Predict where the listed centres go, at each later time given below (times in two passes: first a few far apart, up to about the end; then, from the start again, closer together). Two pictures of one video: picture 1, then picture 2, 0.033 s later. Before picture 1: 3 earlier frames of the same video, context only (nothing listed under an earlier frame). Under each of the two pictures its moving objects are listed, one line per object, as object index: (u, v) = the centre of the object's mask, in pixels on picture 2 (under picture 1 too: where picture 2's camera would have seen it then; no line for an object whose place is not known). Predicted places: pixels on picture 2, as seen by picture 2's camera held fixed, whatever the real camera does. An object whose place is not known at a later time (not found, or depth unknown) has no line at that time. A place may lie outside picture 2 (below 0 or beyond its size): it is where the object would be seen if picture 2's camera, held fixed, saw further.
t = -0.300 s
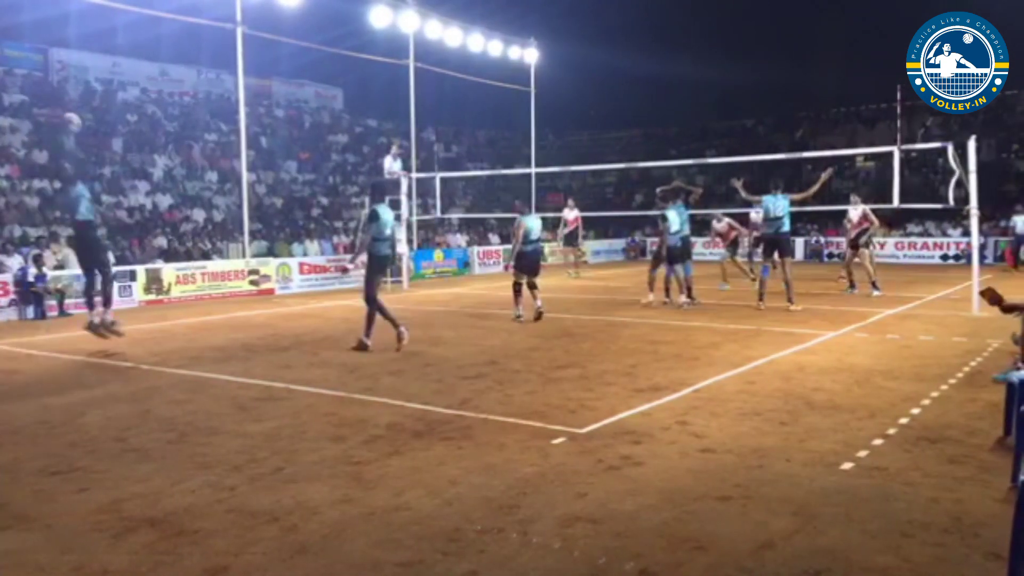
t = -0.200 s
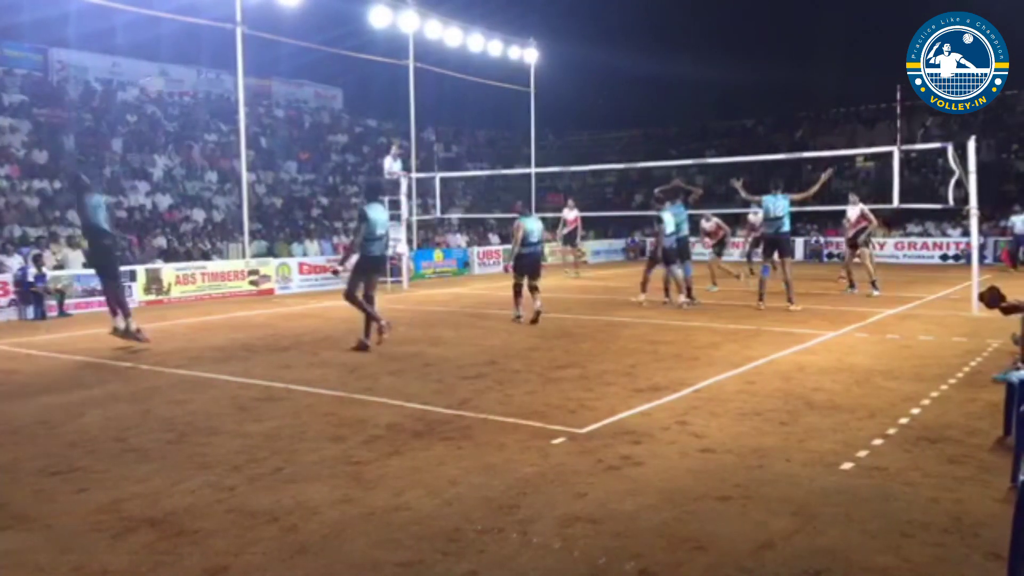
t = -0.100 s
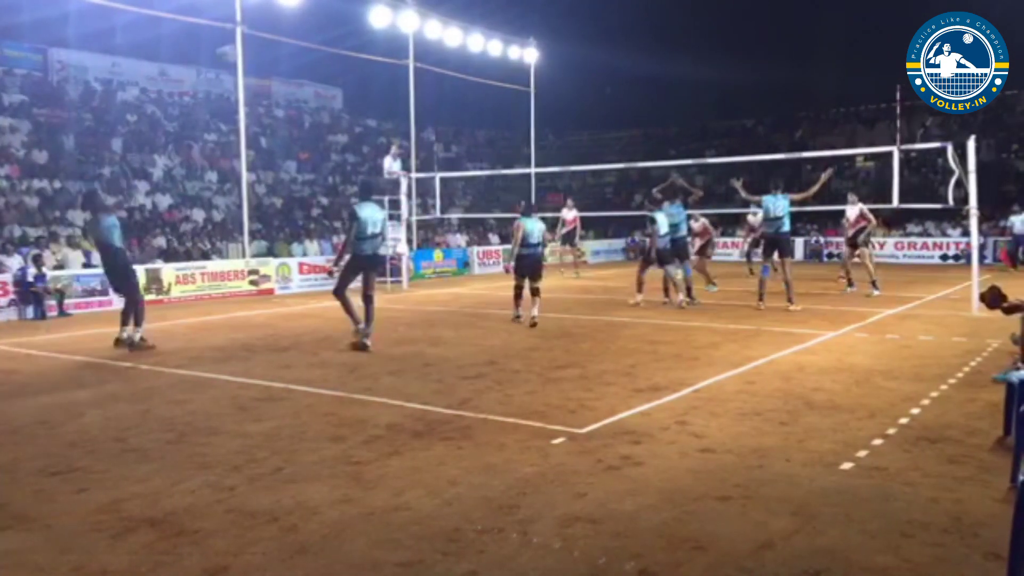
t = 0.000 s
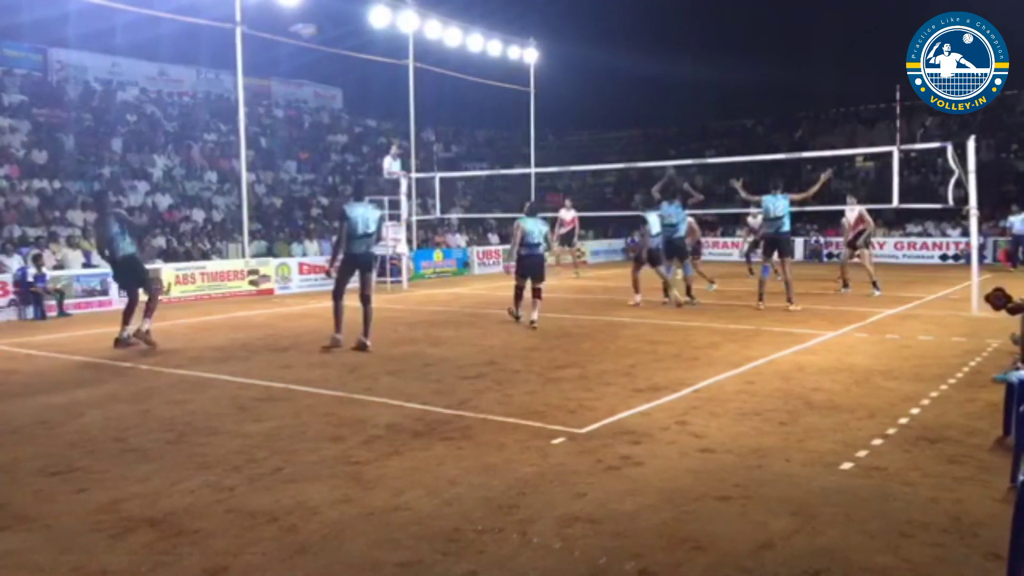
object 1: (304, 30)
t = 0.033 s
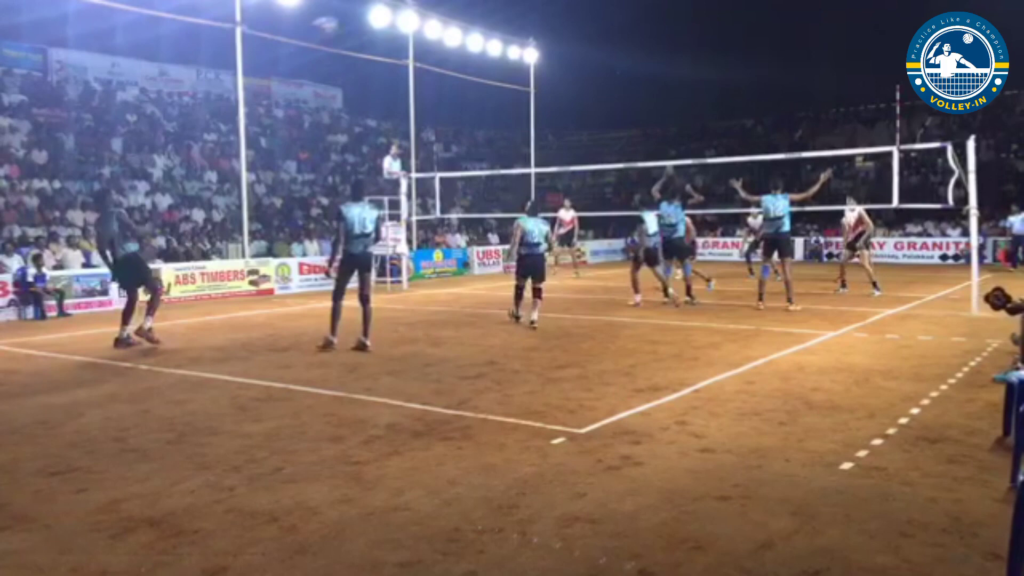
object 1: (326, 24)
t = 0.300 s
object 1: (479, 13)
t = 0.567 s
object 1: (595, 49)
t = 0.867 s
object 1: (691, 130)
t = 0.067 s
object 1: (346, 20)
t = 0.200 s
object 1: (428, 10)
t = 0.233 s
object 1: (446, 11)
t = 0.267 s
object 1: (463, 12)
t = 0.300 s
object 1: (479, 13)
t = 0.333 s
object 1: (496, 15)
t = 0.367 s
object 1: (511, 17)
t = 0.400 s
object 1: (527, 21)
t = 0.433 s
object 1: (541, 26)
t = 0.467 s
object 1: (555, 30)
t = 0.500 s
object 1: (569, 36)
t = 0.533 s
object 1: (582, 42)
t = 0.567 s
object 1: (595, 49)
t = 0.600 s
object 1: (608, 57)
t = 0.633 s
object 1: (619, 64)
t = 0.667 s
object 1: (630, 72)
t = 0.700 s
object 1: (642, 80)
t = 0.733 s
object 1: (652, 90)
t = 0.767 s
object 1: (662, 99)
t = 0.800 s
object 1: (672, 109)
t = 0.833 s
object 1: (682, 120)
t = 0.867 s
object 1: (691, 130)
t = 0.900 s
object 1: (701, 142)
